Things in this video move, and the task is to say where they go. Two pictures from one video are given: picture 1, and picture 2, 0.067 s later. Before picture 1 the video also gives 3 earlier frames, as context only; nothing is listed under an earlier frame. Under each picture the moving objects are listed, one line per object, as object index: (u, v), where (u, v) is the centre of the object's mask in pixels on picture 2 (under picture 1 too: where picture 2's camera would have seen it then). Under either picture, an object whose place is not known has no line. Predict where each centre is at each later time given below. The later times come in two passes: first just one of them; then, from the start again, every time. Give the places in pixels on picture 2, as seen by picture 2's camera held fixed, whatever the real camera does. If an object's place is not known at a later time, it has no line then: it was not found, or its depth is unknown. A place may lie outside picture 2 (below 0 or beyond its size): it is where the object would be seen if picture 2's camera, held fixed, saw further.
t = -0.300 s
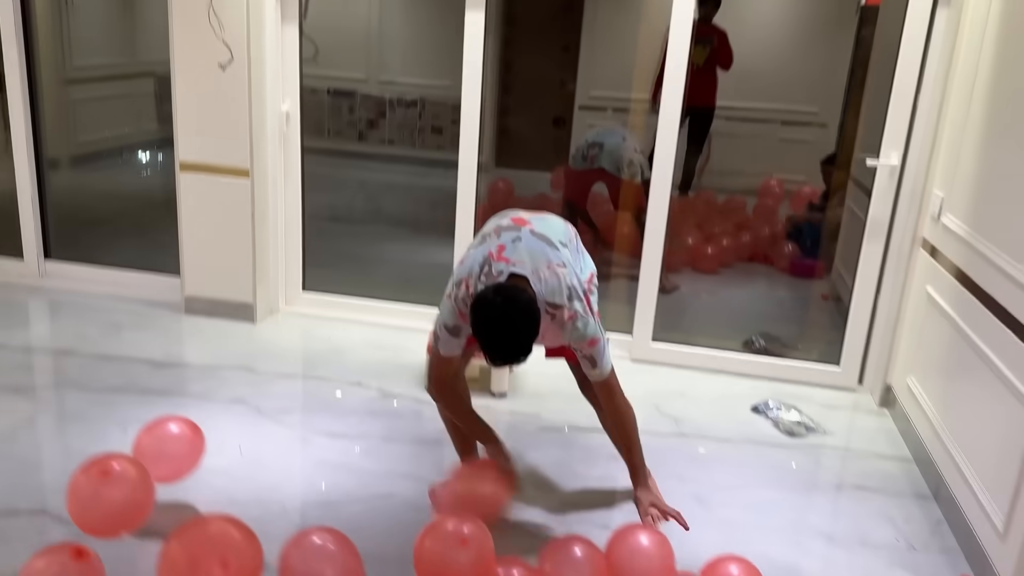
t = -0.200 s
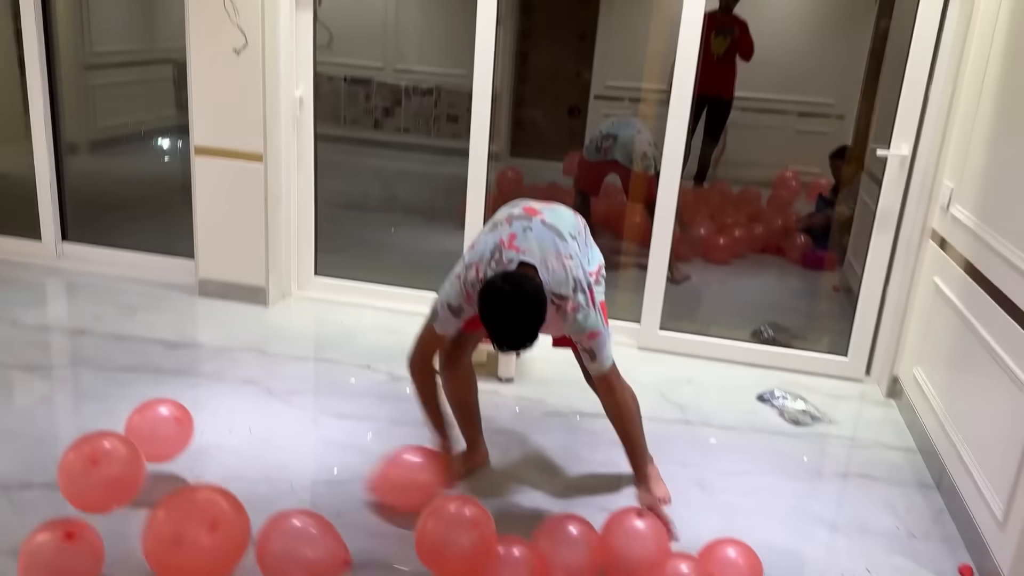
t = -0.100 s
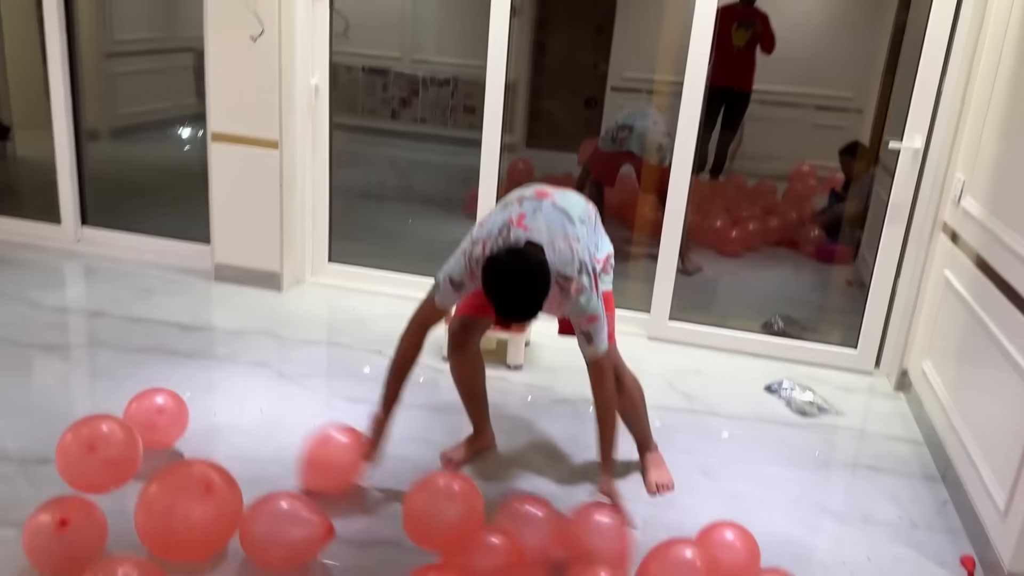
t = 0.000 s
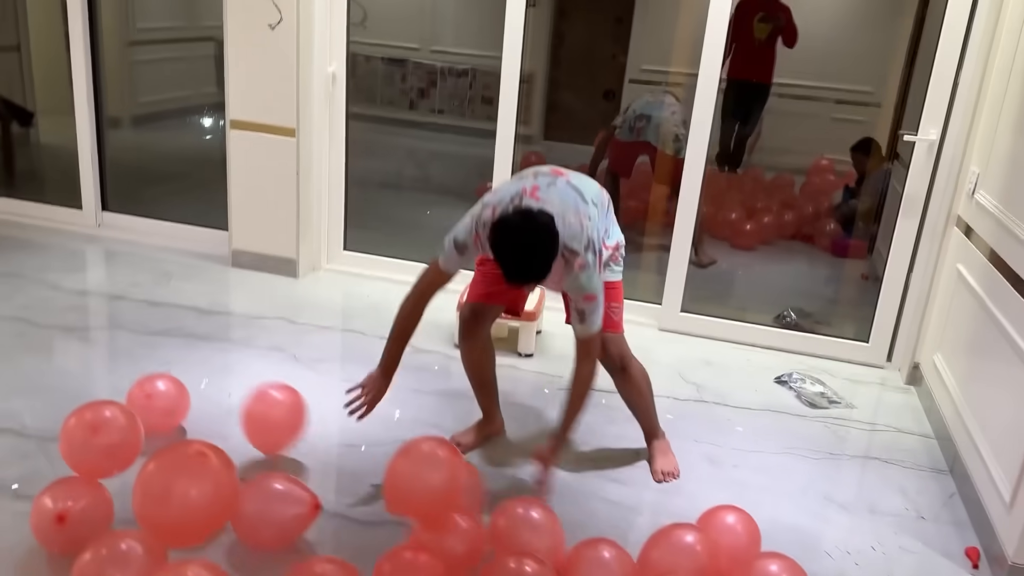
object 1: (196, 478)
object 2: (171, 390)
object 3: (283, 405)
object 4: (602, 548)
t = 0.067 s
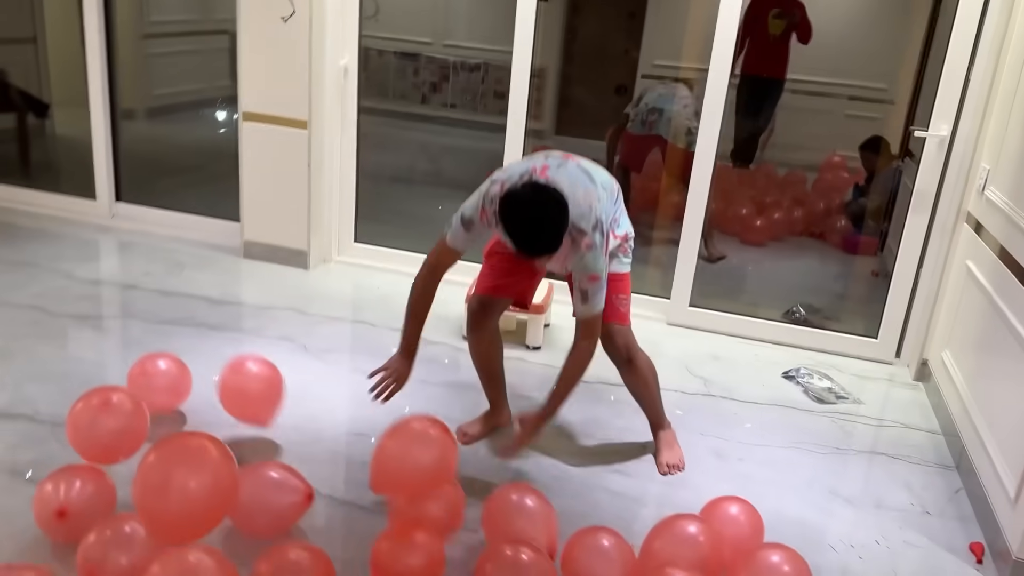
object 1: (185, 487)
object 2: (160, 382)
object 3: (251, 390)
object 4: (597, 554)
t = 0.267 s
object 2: (133, 369)
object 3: (200, 347)
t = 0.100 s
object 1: (180, 493)
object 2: (155, 379)
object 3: (239, 382)
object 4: (595, 557)
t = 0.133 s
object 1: (177, 500)
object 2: (150, 375)
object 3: (229, 374)
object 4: (594, 560)
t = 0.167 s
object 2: (146, 373)
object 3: (220, 367)
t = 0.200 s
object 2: (141, 371)
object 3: (212, 359)
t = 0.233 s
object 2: (137, 369)
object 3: (206, 352)
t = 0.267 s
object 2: (133, 369)
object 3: (200, 347)
